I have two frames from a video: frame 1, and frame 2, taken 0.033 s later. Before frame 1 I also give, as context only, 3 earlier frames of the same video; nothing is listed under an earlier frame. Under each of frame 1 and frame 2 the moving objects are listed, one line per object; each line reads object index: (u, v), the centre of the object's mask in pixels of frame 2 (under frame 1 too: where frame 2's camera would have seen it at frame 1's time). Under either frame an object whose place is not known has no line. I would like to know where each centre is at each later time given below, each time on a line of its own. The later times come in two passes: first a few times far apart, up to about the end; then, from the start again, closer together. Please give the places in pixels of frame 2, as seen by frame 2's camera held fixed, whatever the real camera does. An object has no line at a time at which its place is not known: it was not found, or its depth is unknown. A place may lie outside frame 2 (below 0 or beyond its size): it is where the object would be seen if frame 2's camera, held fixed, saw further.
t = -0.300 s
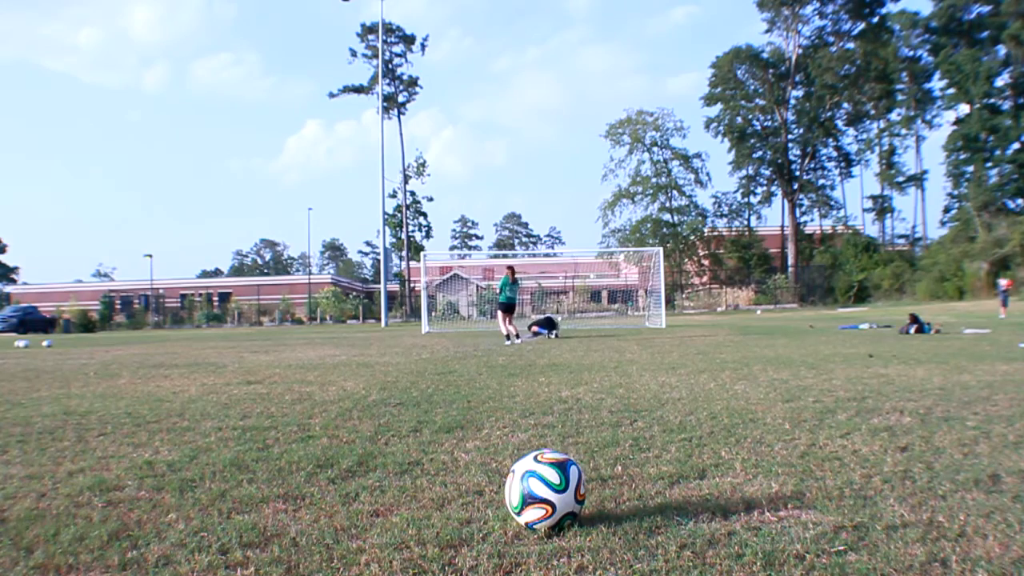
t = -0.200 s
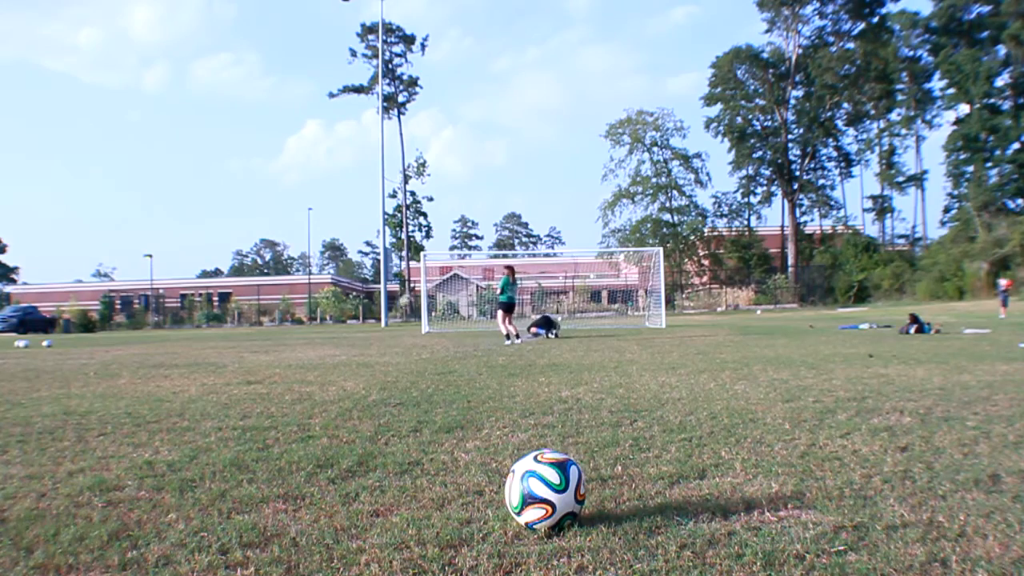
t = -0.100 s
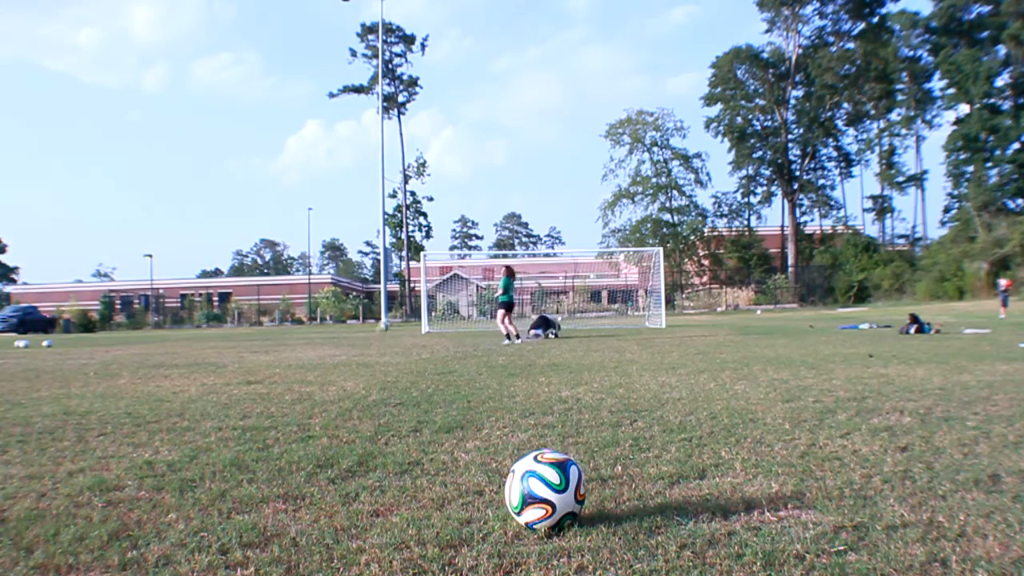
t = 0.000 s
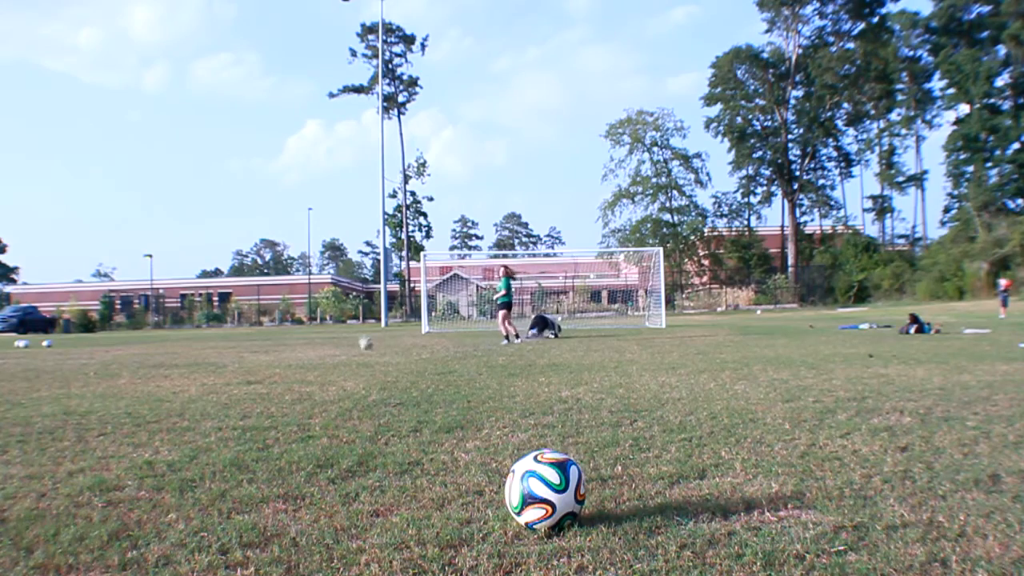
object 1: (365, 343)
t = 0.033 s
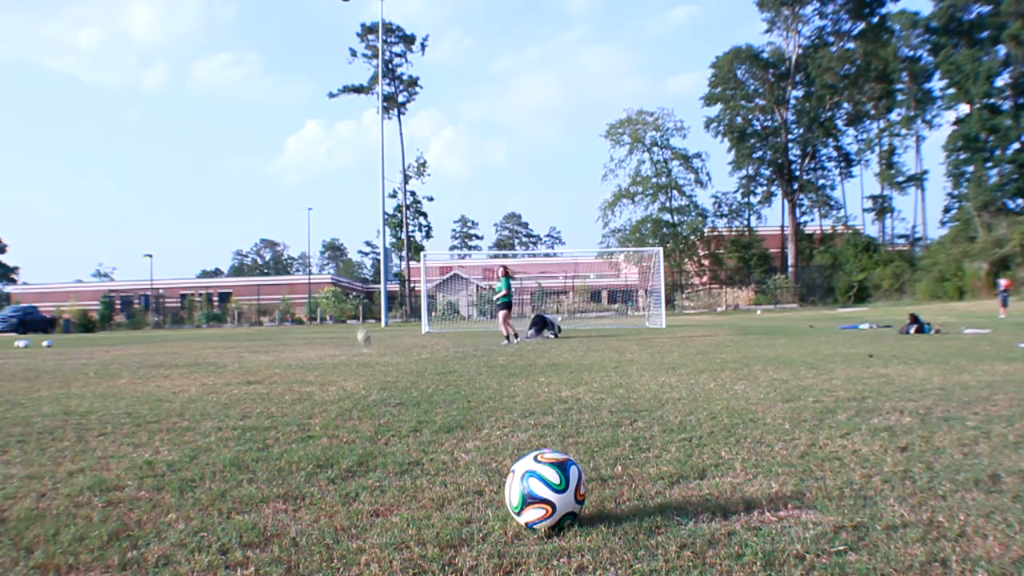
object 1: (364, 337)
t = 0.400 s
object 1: (334, 299)
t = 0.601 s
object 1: (318, 313)
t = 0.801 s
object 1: (302, 351)
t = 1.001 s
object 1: (280, 332)
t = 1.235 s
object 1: (253, 341)
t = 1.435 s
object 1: (228, 351)
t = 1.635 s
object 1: (202, 357)
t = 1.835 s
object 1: (176, 359)
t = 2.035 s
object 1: (150, 361)
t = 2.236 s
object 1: (122, 364)
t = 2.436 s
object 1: (96, 366)
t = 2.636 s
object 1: (70, 367)
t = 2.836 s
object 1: (45, 370)
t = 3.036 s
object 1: (19, 372)
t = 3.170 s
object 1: (6, 373)
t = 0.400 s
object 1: (334, 299)
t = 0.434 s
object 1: (331, 299)
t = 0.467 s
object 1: (328, 300)
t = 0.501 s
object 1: (326, 302)
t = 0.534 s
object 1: (322, 307)
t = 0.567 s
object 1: (320, 309)
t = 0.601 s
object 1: (318, 313)
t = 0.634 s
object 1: (316, 317)
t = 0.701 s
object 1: (311, 330)
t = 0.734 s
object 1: (308, 338)
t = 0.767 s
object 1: (305, 346)
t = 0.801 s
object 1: (302, 351)
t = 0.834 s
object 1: (299, 347)
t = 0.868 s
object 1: (294, 343)
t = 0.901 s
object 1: (291, 340)
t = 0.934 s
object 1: (287, 336)
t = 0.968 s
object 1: (284, 334)
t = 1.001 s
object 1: (280, 332)
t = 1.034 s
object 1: (276, 331)
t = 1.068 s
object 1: (272, 330)
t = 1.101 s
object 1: (268, 331)
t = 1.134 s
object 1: (265, 332)
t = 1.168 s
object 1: (261, 335)
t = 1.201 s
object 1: (256, 338)
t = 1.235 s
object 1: (253, 341)
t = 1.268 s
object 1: (249, 345)
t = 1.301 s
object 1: (245, 351)
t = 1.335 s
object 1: (241, 356)
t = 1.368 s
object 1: (236, 355)
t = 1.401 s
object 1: (232, 353)
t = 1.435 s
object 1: (228, 351)
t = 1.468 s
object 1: (224, 350)
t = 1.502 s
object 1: (220, 350)
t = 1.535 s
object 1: (215, 350)
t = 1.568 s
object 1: (211, 352)
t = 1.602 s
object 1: (207, 354)
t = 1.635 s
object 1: (202, 357)
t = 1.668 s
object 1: (197, 358)
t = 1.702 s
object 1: (194, 358)
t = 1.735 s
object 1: (190, 358)
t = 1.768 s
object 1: (185, 358)
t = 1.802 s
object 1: (181, 360)
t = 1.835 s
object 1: (176, 359)
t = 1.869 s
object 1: (172, 359)
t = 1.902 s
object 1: (167, 359)
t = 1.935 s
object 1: (163, 360)
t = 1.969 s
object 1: (159, 361)
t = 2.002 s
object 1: (155, 362)
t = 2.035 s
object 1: (150, 361)
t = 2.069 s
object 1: (145, 362)
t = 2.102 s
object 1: (142, 362)
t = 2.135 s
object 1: (137, 363)
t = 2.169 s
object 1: (132, 363)
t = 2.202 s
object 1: (128, 363)
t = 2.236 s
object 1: (122, 364)
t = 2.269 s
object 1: (117, 364)
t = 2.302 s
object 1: (113, 366)
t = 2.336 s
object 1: (108, 365)
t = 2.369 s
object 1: (104, 366)
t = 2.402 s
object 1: (101, 366)
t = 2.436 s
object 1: (96, 366)
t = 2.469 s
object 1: (91, 366)
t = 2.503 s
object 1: (87, 367)
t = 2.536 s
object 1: (83, 367)
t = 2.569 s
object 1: (79, 367)
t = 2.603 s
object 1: (74, 367)
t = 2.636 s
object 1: (70, 367)
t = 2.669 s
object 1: (66, 368)
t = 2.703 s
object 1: (62, 369)
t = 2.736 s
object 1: (58, 369)
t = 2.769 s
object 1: (53, 369)
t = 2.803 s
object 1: (50, 369)
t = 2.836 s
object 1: (45, 370)
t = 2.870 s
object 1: (42, 371)
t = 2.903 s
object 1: (36, 370)
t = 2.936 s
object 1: (32, 370)
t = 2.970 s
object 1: (28, 371)
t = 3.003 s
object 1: (24, 372)
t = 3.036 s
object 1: (19, 372)
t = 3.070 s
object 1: (14, 373)
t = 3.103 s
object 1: (10, 373)
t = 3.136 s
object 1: (8, 373)
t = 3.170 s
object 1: (6, 373)
